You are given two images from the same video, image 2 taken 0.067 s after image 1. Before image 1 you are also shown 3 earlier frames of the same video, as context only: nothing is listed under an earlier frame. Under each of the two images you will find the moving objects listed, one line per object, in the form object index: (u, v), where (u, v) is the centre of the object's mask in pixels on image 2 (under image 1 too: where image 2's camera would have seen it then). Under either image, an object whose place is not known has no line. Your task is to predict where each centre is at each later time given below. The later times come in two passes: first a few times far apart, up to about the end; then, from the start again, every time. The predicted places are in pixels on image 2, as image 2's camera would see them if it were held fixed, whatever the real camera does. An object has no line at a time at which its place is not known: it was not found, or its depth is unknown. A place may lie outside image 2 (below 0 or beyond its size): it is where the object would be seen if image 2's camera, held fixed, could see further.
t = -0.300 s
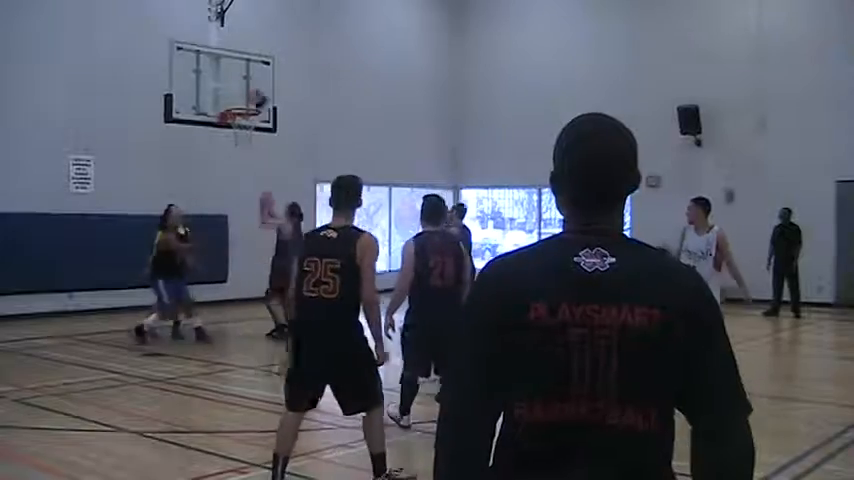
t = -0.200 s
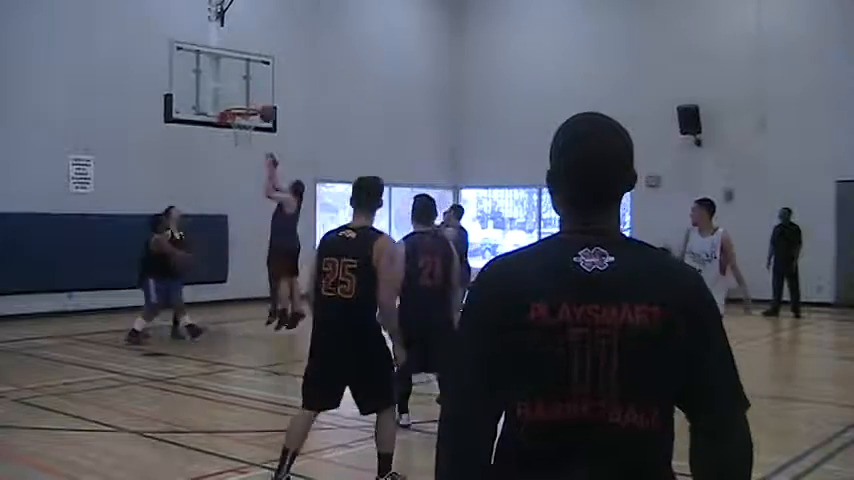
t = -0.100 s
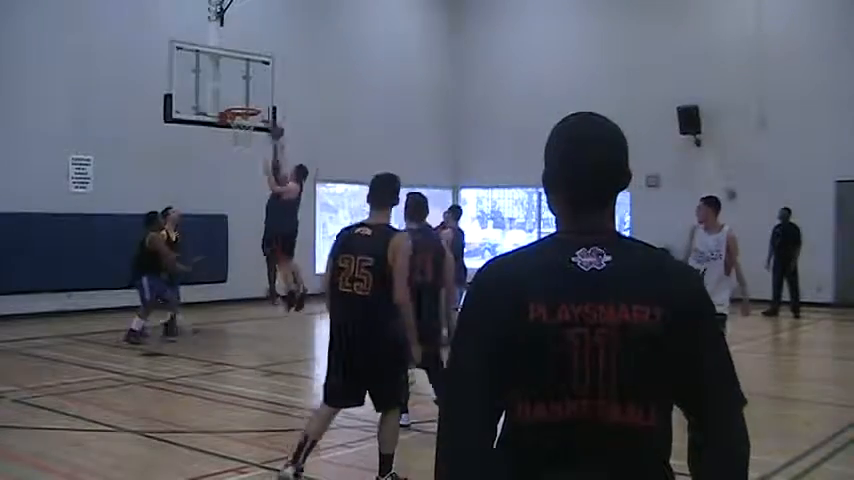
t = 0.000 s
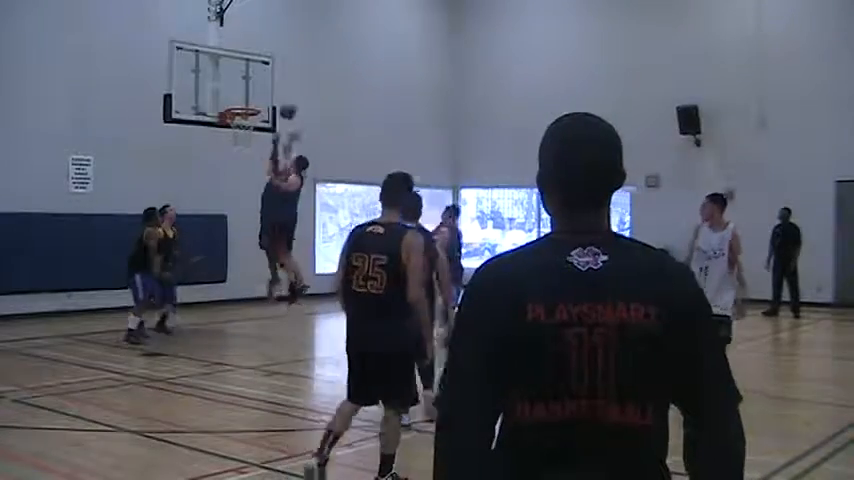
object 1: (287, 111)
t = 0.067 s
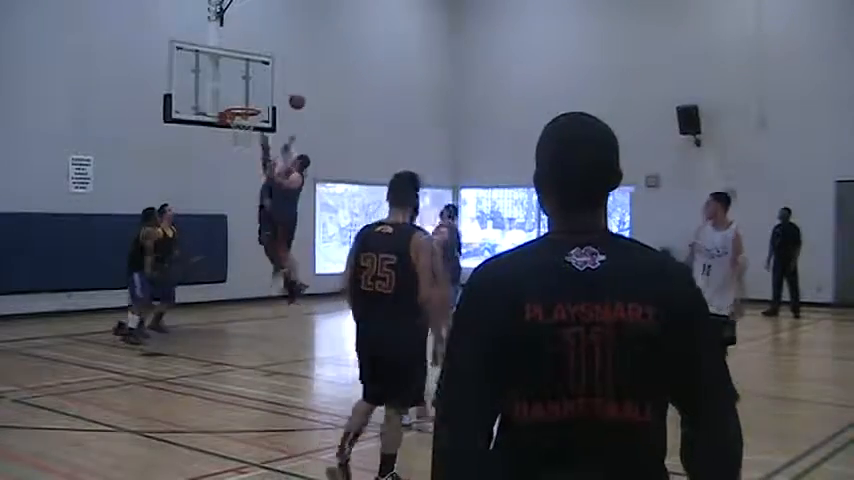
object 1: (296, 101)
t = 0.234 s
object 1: (319, 89)
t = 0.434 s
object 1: (344, 99)
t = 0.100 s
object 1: (301, 97)
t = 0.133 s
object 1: (306, 93)
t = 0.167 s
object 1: (310, 91)
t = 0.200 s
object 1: (315, 90)
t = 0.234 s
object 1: (319, 89)
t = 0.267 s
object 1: (323, 88)
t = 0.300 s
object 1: (328, 90)
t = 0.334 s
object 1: (332, 91)
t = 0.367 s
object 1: (336, 93)
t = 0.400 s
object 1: (340, 96)
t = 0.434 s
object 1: (344, 99)
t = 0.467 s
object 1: (348, 104)
